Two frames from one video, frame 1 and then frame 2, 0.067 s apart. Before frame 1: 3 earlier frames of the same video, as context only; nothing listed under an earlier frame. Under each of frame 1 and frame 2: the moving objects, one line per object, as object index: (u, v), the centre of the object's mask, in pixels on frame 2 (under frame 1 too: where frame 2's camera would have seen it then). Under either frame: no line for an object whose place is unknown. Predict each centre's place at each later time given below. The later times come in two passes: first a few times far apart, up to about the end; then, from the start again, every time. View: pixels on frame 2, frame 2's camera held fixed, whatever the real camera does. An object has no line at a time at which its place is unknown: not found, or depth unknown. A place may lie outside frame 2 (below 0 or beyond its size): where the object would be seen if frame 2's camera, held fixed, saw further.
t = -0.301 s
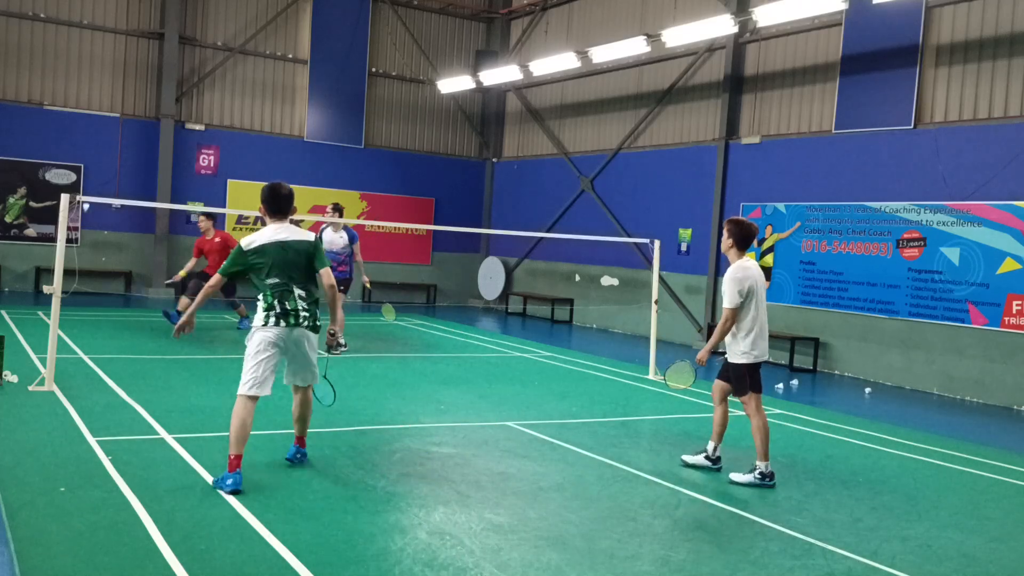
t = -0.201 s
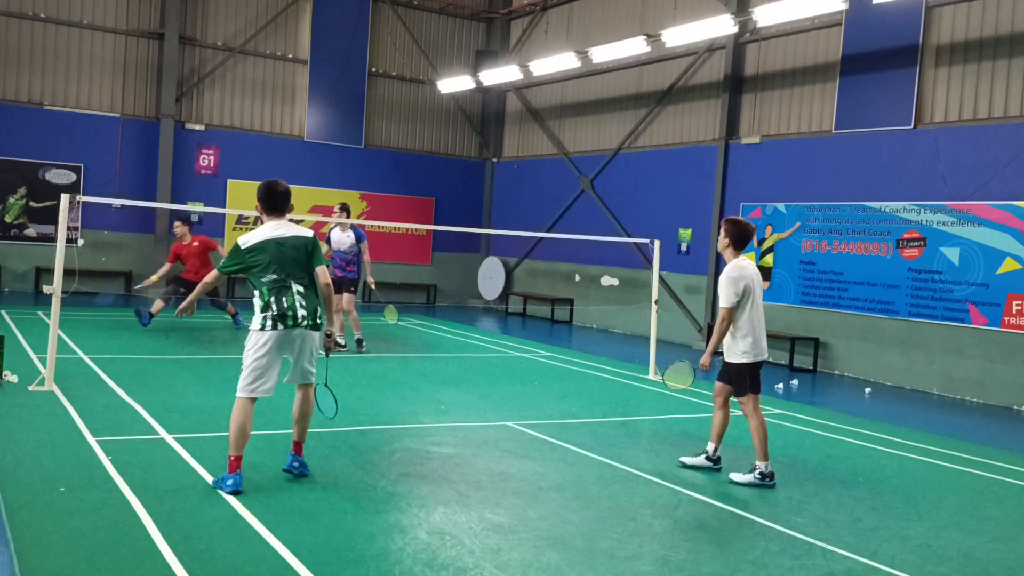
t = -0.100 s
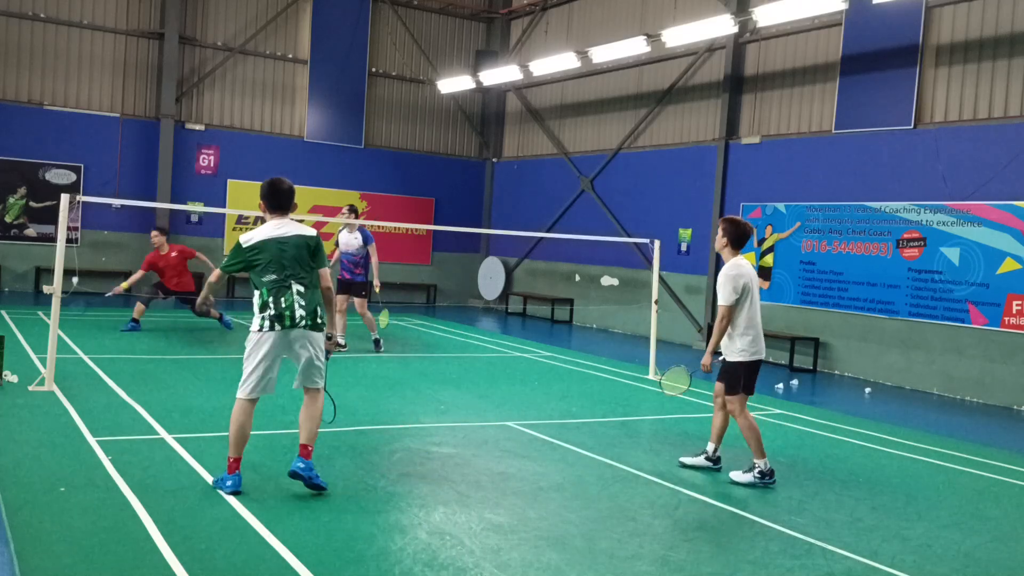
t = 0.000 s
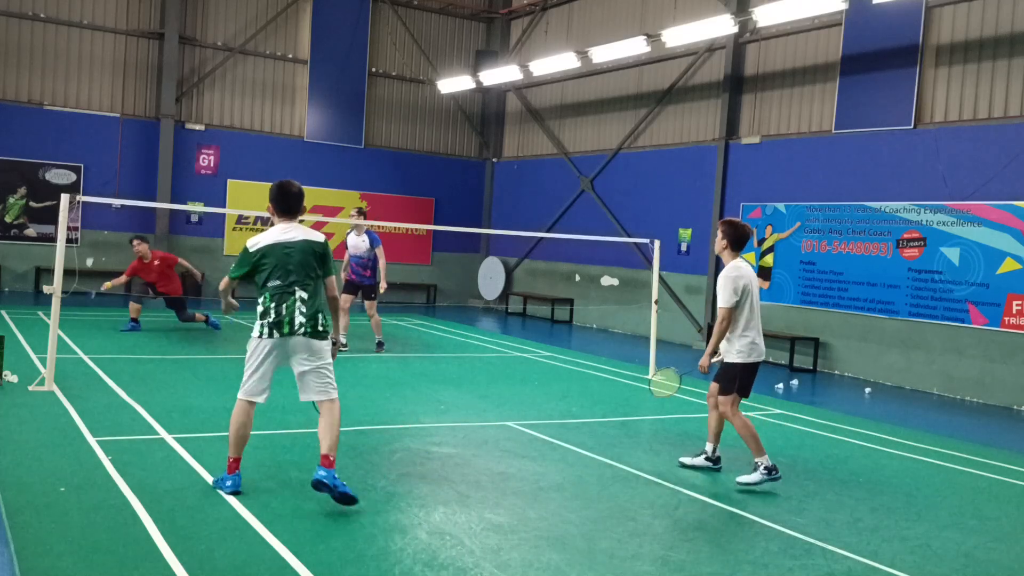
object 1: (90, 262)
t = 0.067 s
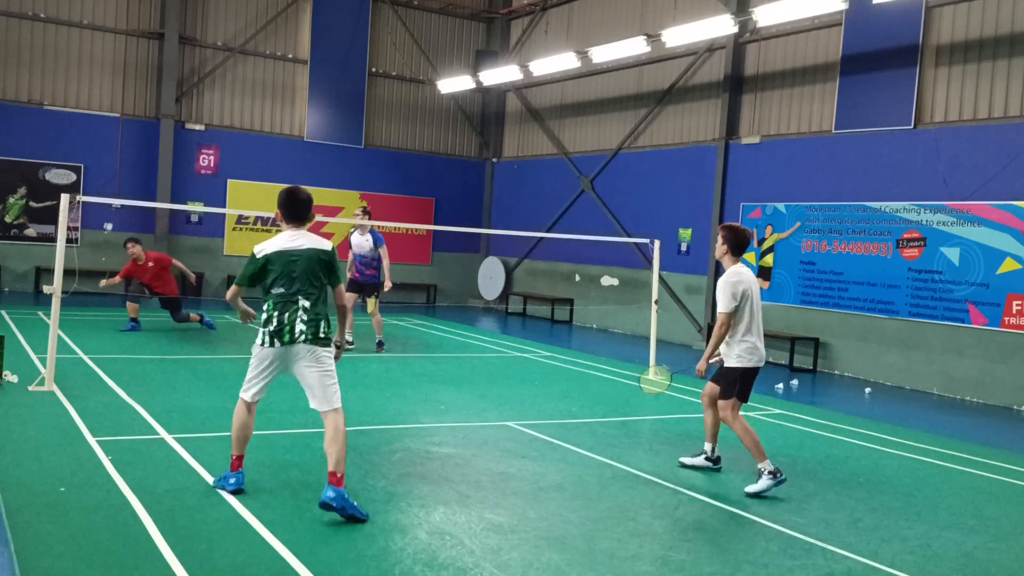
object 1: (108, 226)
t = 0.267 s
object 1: (135, 161)
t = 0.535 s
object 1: (168, 134)
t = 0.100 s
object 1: (112, 213)
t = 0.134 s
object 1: (115, 197)
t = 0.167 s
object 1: (119, 188)
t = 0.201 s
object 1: (124, 178)
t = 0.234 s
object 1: (130, 169)
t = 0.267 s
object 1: (135, 161)
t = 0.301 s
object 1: (140, 154)
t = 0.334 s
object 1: (144, 148)
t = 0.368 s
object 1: (149, 143)
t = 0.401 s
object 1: (153, 139)
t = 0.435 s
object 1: (156, 136)
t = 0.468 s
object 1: (161, 134)
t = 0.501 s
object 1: (165, 133)
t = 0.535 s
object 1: (168, 134)
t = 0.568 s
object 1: (172, 136)
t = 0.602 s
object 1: (175, 139)
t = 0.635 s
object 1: (178, 143)
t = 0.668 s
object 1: (180, 150)
